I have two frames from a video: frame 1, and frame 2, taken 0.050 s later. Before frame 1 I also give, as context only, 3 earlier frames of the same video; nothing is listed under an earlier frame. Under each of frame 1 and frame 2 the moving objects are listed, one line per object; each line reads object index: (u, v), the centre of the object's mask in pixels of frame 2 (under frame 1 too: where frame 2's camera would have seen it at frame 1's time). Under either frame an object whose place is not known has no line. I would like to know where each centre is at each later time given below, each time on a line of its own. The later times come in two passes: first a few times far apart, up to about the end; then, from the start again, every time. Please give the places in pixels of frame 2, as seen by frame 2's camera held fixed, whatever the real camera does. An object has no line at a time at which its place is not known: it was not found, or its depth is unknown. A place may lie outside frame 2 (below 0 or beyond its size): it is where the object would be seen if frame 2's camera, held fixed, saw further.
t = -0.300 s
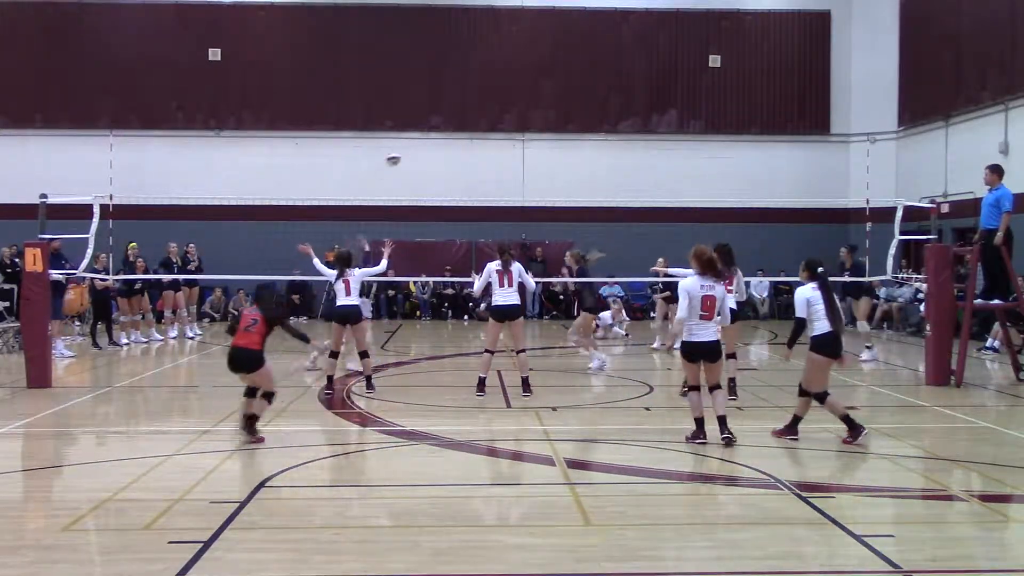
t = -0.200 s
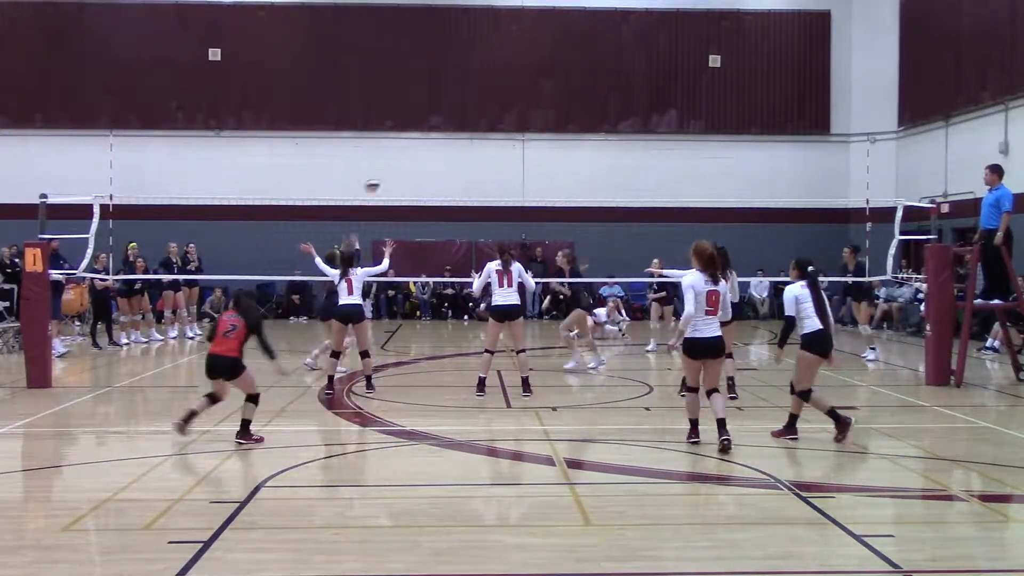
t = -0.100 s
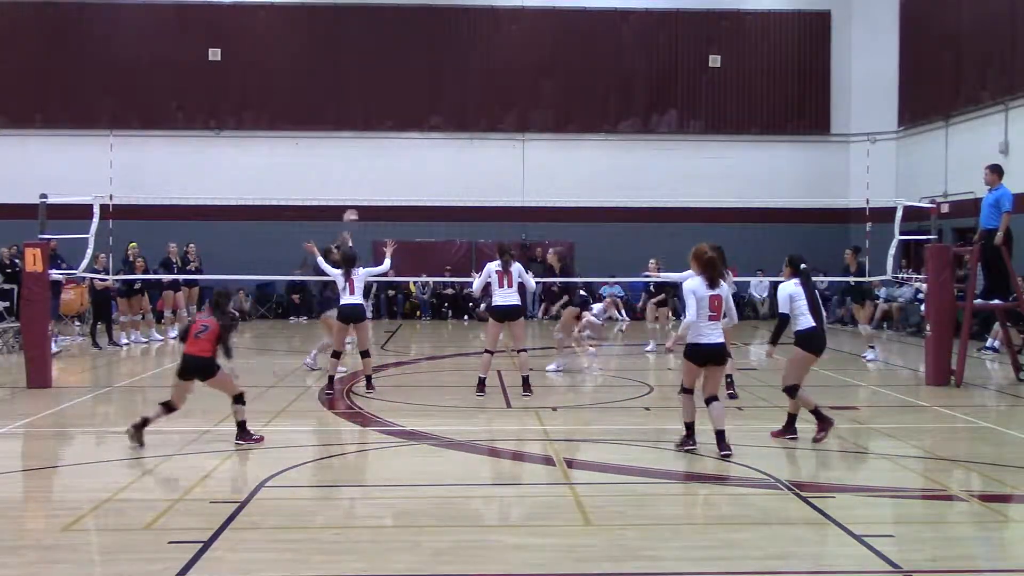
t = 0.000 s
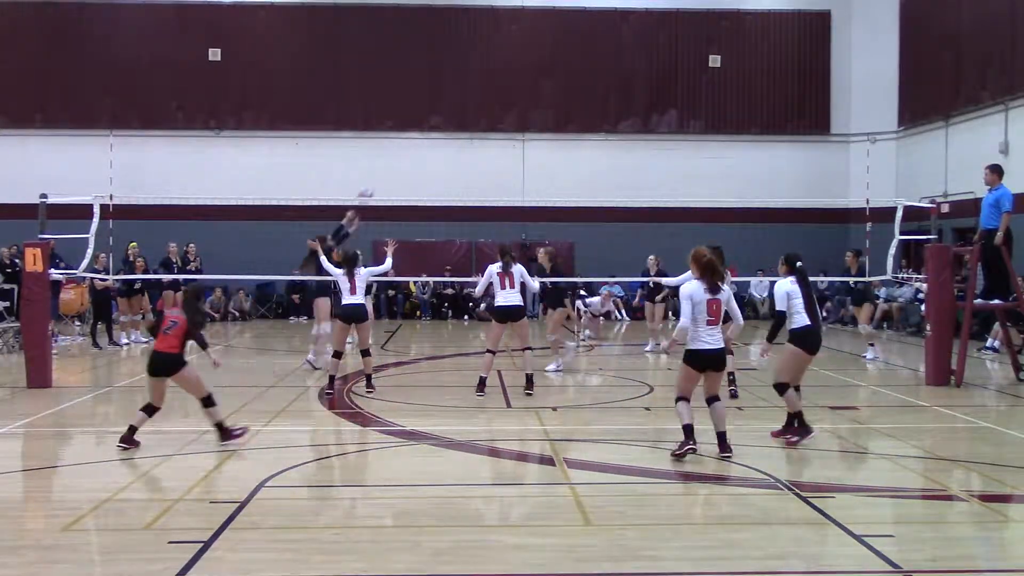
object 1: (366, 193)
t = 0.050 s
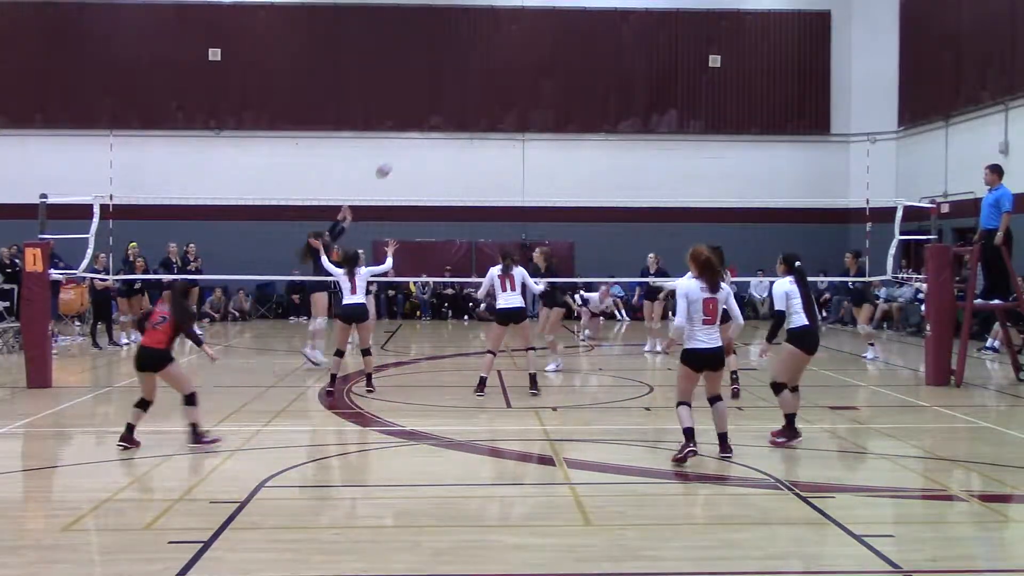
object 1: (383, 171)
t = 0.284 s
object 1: (466, 76)
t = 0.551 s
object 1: (558, 19)
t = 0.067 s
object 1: (389, 163)
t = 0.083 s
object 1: (395, 155)
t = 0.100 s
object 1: (400, 148)
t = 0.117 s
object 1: (405, 139)
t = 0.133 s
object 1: (413, 129)
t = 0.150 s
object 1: (419, 123)
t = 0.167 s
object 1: (425, 118)
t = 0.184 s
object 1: (431, 111)
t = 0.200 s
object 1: (436, 105)
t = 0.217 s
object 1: (442, 98)
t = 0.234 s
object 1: (448, 92)
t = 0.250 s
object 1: (454, 87)
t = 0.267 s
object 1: (460, 81)
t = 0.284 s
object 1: (466, 76)
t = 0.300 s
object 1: (471, 71)
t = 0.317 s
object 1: (477, 66)
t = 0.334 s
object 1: (483, 61)
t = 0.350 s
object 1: (489, 57)
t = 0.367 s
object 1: (495, 53)
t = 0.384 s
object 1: (501, 49)
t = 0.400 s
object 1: (506, 45)
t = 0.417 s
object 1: (512, 41)
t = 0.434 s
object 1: (518, 38)
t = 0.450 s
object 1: (524, 35)
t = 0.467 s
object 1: (529, 31)
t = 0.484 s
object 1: (535, 29)
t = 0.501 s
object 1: (541, 26)
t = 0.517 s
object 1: (546, 23)
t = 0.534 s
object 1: (552, 21)
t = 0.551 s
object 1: (558, 19)
